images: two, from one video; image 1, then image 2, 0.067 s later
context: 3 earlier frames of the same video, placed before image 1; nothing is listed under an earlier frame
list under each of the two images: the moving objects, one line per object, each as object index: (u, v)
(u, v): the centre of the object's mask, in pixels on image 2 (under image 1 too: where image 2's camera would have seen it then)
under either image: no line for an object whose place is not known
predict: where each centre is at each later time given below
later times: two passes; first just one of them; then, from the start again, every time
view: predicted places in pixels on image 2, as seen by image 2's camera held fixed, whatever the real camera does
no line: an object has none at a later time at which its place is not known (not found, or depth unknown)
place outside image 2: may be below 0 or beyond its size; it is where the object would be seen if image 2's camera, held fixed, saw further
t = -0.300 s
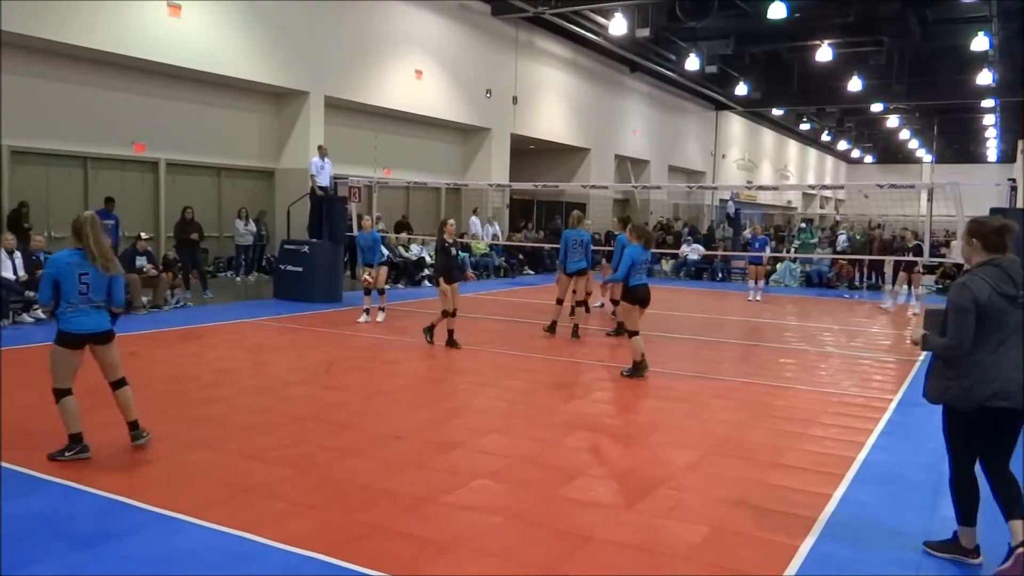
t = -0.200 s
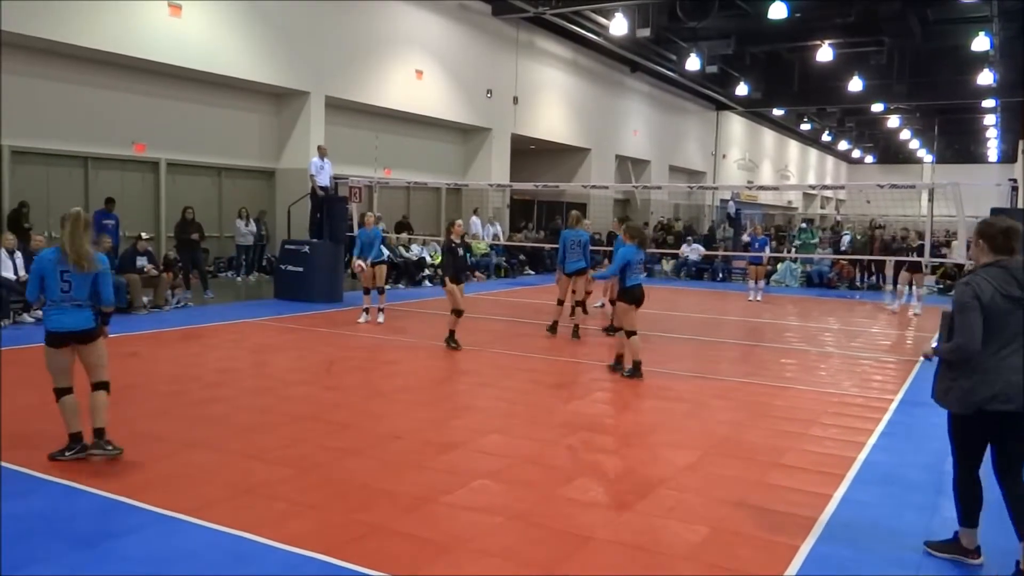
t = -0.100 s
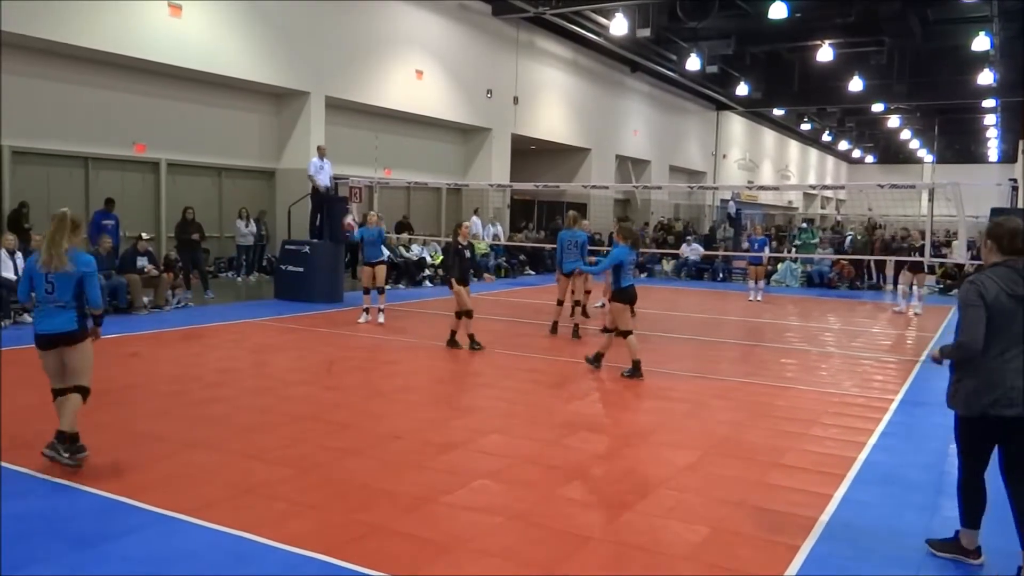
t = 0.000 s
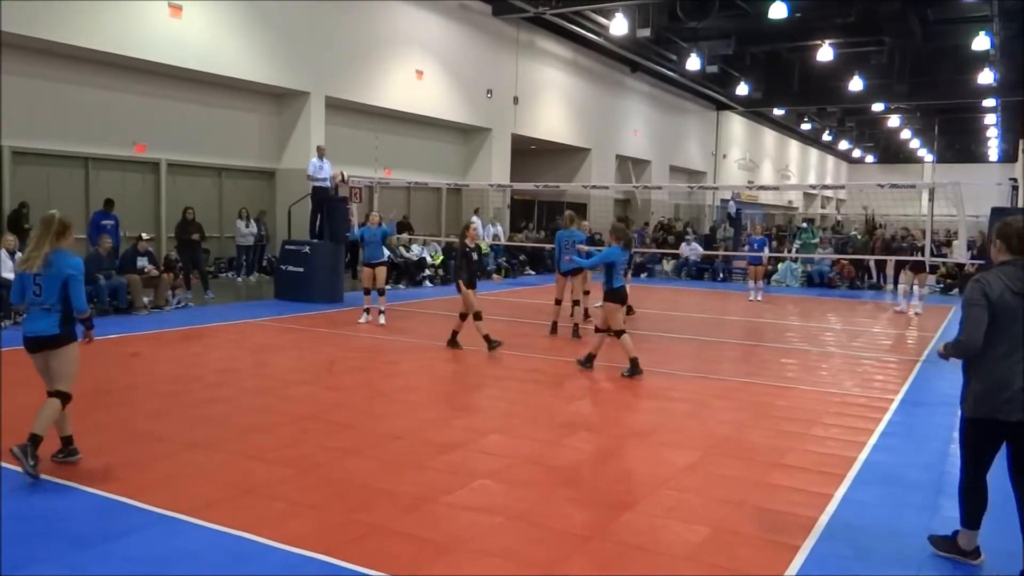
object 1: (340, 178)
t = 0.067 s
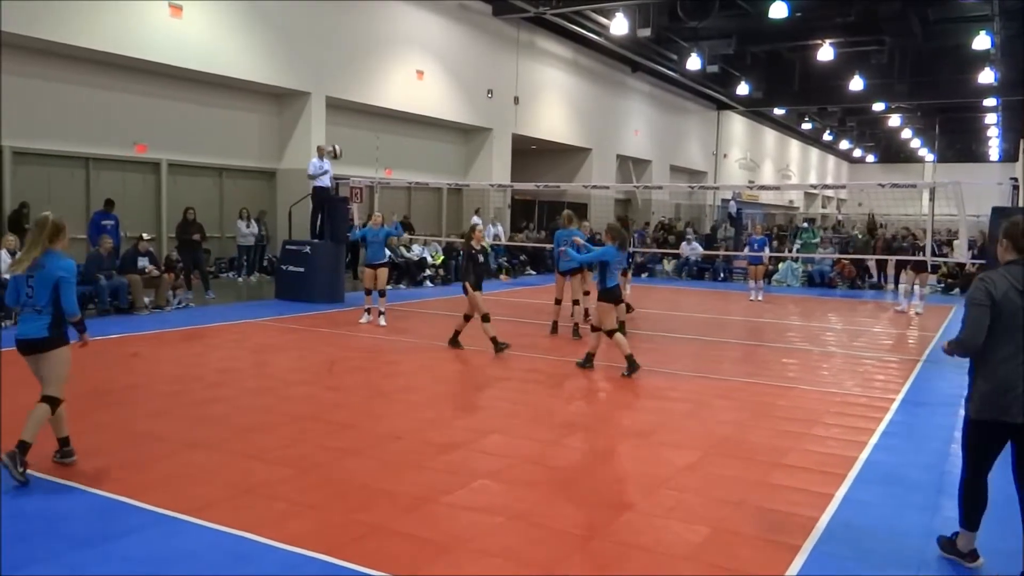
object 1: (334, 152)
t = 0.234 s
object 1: (315, 92)
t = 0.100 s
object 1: (331, 139)
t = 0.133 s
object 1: (327, 127)
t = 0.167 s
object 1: (323, 115)
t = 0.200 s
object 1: (319, 103)
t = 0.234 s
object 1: (315, 92)
